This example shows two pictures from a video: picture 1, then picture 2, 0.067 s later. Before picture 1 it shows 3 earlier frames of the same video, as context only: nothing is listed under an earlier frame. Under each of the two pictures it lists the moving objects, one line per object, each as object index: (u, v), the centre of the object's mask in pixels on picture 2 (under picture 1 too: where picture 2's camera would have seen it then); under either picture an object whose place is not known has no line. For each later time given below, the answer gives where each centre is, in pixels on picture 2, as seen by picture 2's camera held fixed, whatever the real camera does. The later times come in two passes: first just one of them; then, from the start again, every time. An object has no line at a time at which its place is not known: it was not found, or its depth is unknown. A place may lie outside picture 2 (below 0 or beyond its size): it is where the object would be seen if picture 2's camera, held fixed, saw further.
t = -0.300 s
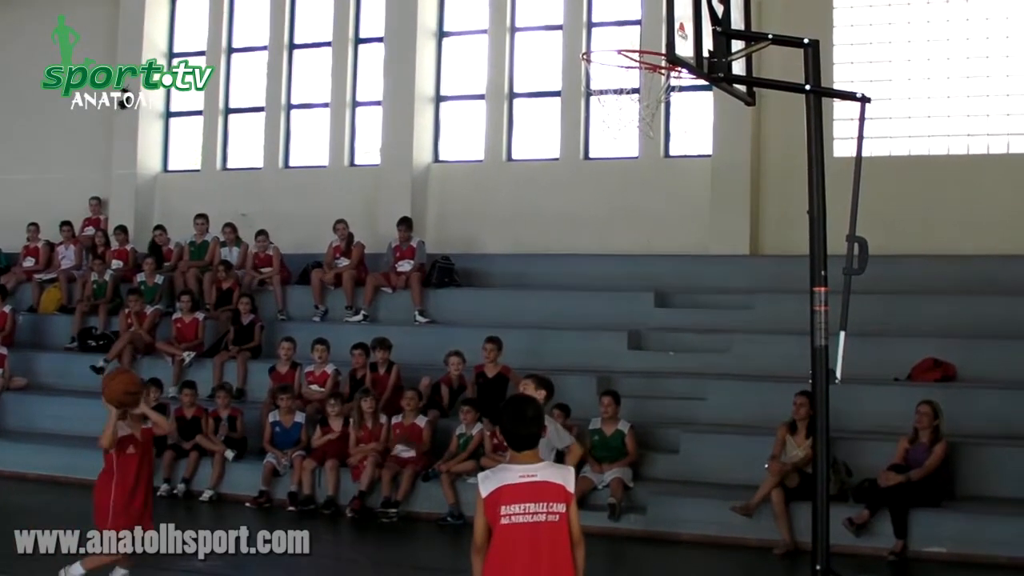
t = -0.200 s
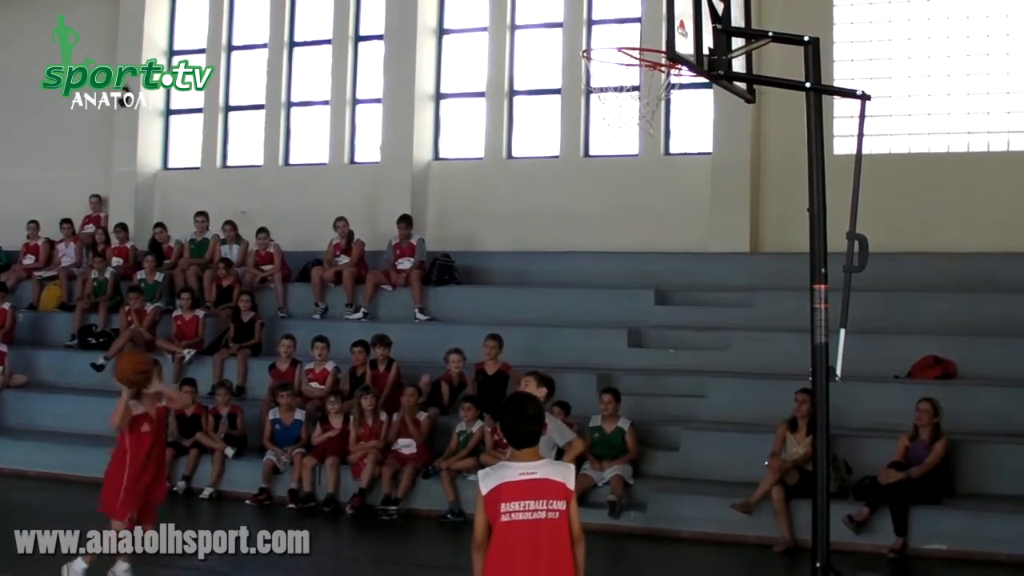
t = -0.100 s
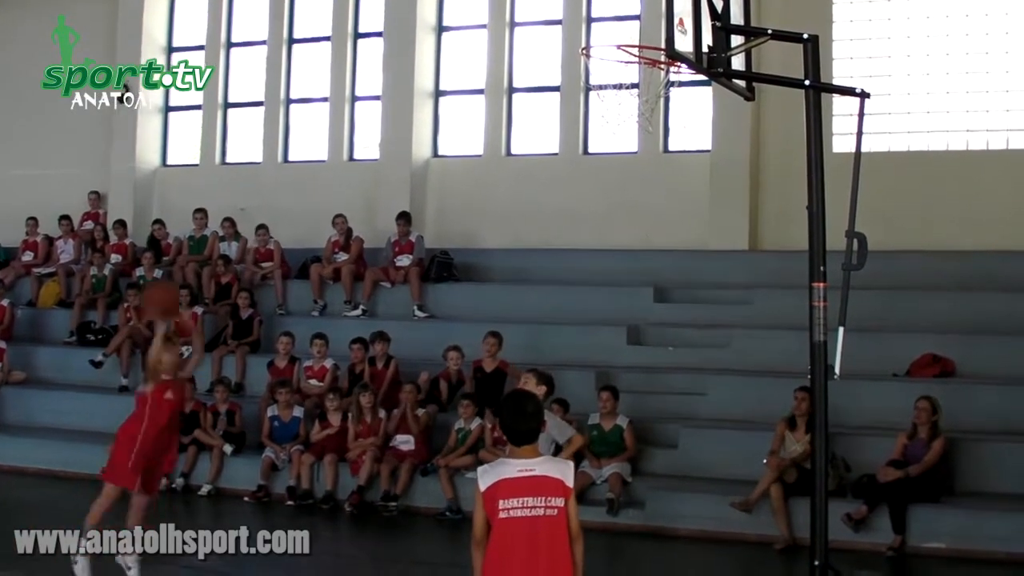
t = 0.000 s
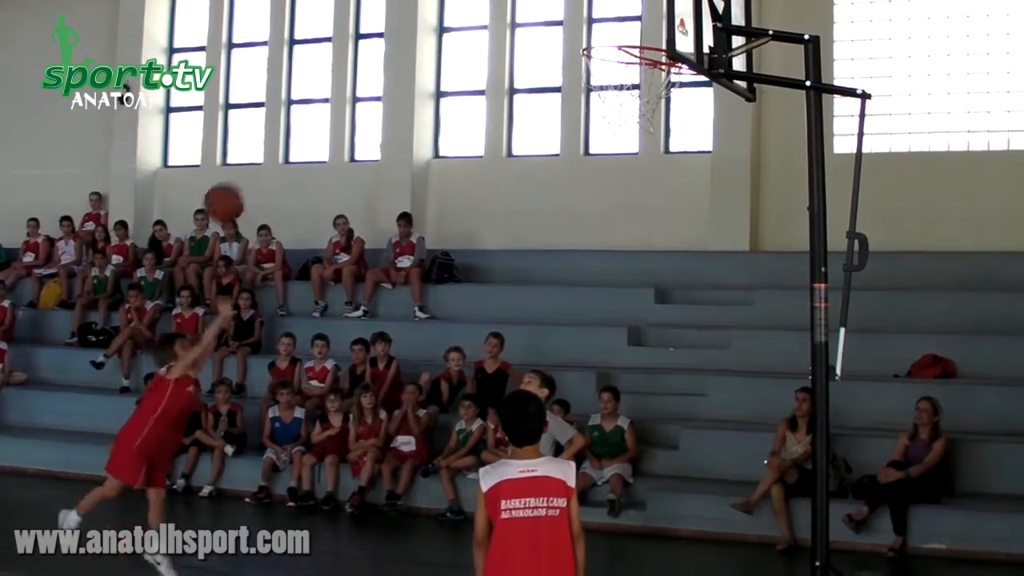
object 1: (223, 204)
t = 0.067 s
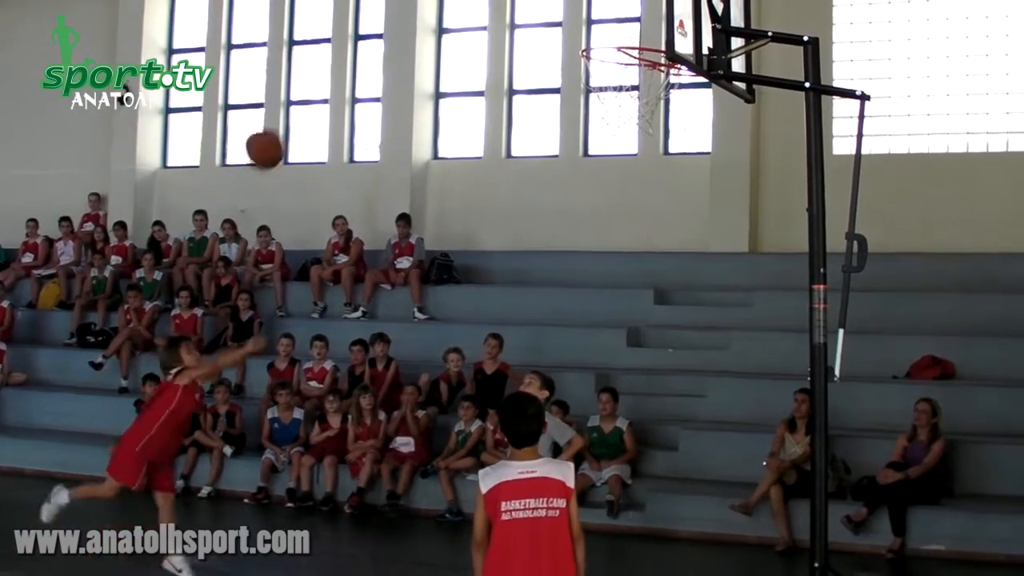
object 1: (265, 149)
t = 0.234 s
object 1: (369, 44)
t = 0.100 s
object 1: (283, 125)
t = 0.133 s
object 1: (305, 102)
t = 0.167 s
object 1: (328, 80)
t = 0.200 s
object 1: (348, 61)
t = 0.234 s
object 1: (369, 44)
